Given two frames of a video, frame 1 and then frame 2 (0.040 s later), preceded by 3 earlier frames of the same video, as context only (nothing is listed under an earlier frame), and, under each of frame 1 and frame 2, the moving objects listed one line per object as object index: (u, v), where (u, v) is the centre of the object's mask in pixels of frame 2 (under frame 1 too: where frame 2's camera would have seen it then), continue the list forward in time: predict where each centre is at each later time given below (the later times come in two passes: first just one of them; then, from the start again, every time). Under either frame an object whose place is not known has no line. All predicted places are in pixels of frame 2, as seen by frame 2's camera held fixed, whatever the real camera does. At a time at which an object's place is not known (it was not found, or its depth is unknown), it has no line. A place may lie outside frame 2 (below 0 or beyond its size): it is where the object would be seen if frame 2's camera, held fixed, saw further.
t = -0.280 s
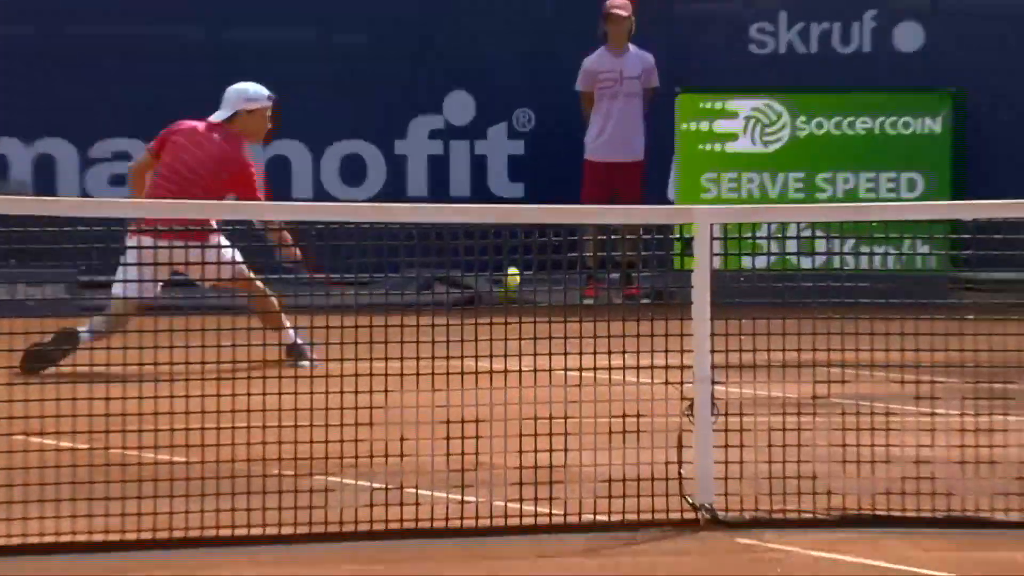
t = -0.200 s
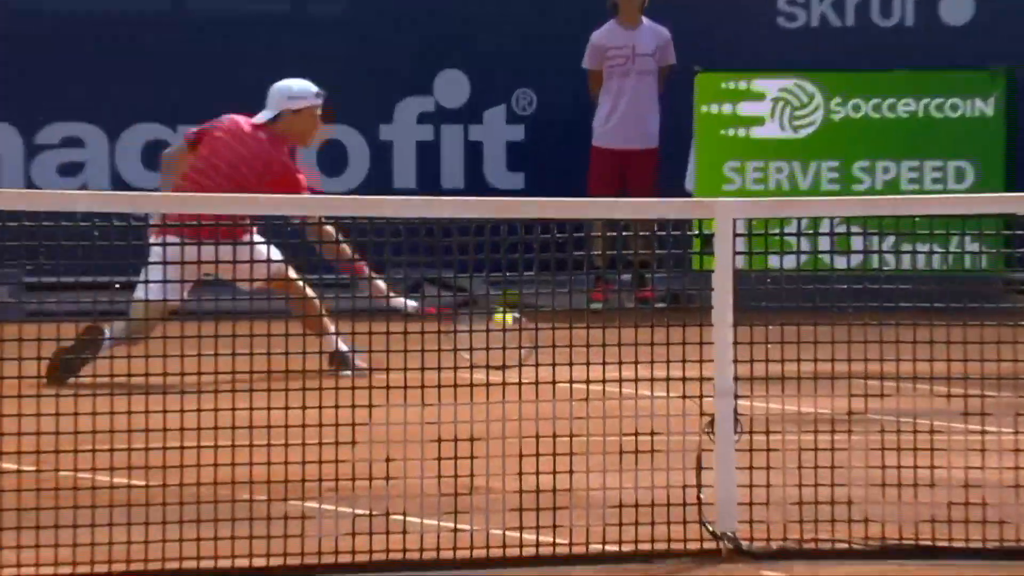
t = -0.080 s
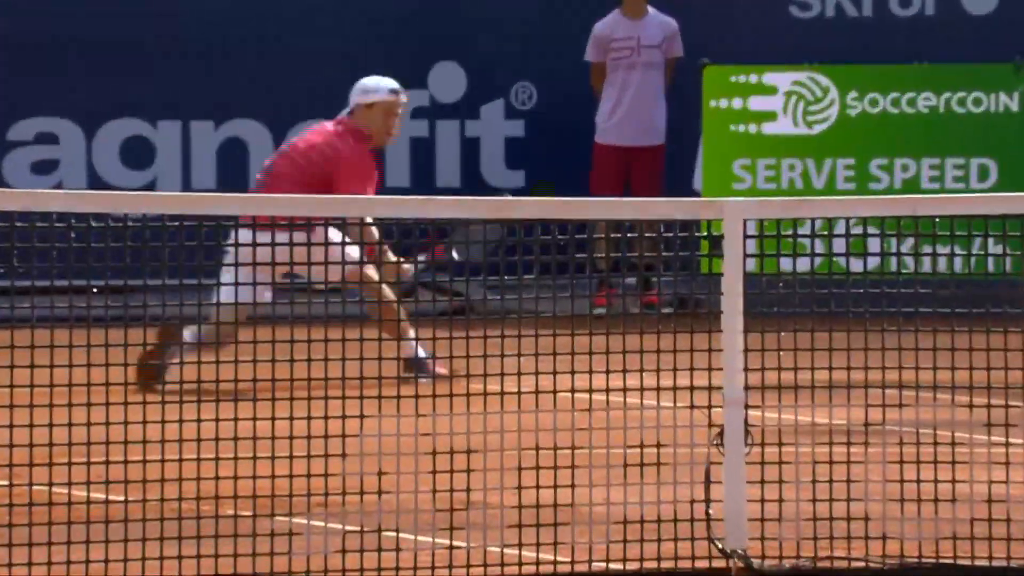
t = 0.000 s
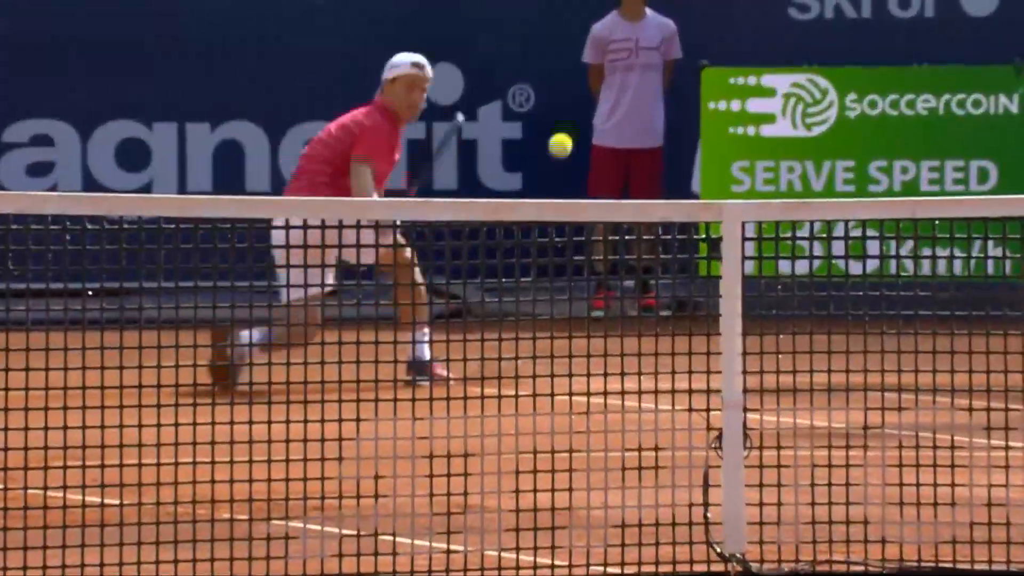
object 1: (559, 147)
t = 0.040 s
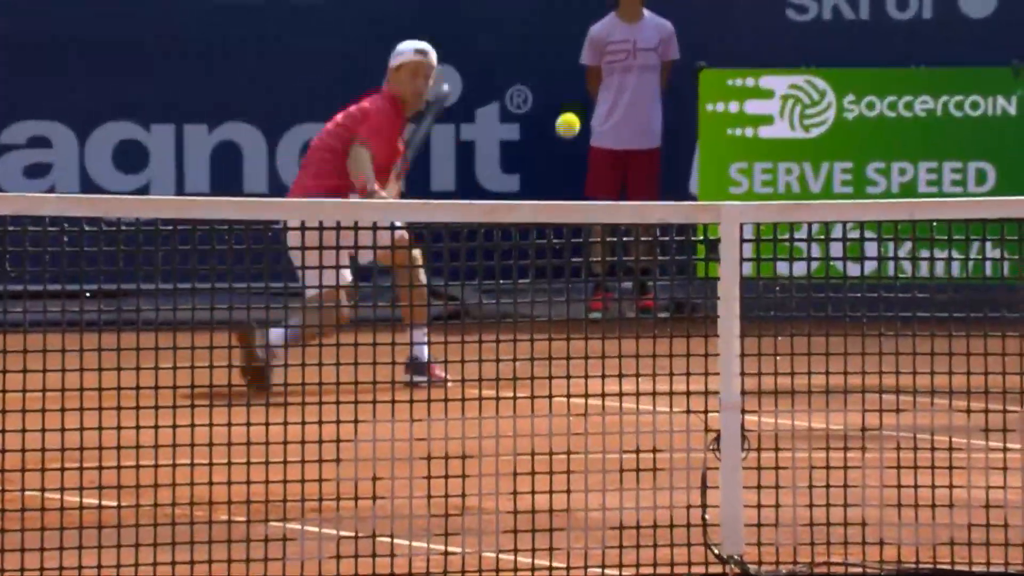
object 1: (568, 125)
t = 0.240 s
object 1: (602, 66)
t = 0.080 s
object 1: (577, 107)
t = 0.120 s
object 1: (585, 90)
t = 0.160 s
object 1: (592, 80)
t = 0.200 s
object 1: (598, 70)
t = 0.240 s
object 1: (602, 66)
